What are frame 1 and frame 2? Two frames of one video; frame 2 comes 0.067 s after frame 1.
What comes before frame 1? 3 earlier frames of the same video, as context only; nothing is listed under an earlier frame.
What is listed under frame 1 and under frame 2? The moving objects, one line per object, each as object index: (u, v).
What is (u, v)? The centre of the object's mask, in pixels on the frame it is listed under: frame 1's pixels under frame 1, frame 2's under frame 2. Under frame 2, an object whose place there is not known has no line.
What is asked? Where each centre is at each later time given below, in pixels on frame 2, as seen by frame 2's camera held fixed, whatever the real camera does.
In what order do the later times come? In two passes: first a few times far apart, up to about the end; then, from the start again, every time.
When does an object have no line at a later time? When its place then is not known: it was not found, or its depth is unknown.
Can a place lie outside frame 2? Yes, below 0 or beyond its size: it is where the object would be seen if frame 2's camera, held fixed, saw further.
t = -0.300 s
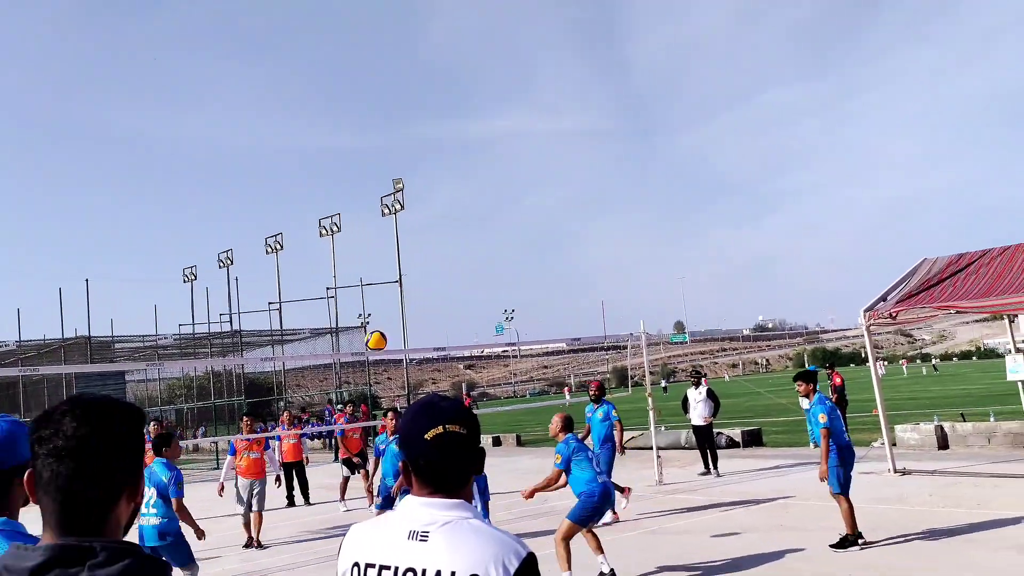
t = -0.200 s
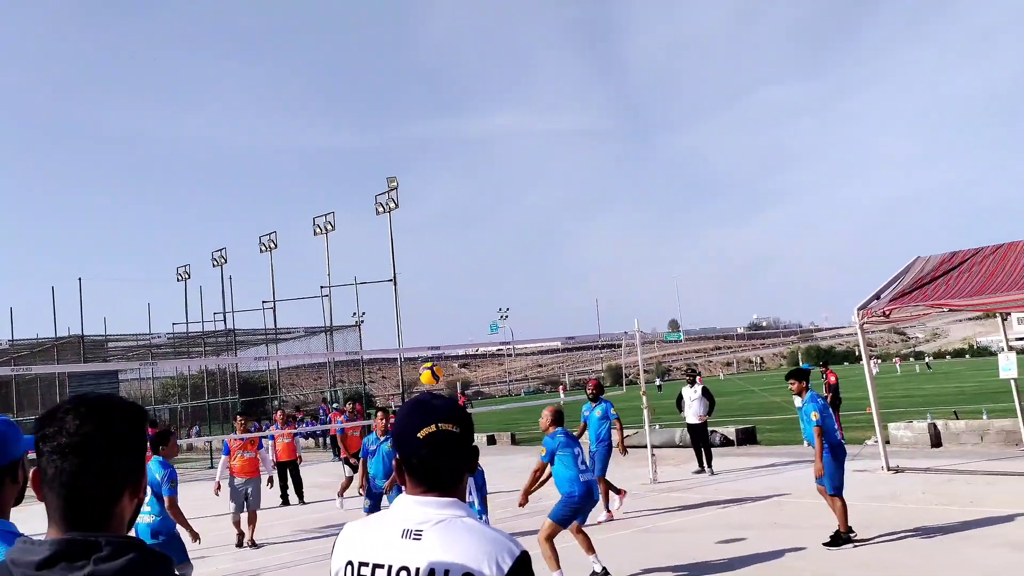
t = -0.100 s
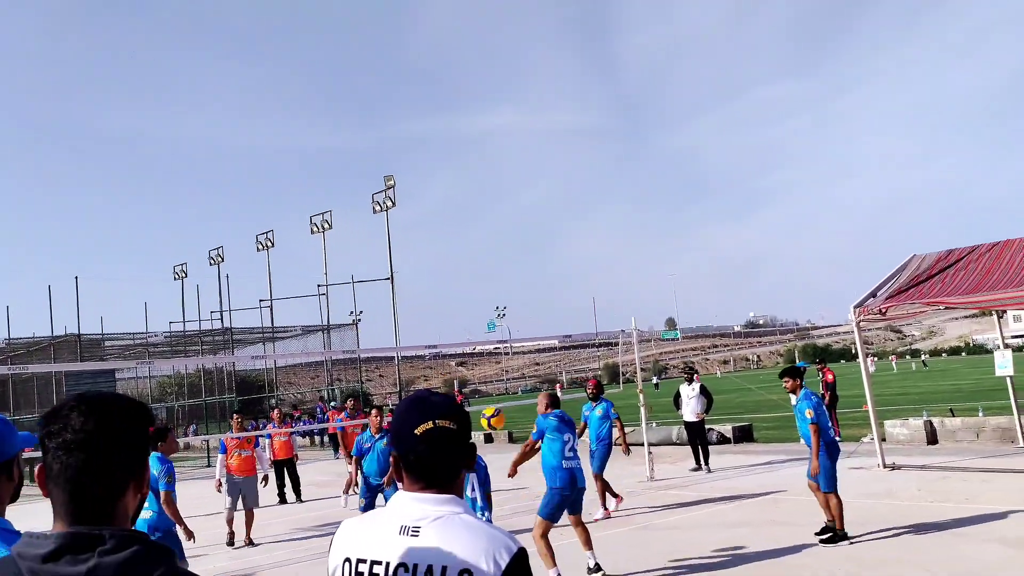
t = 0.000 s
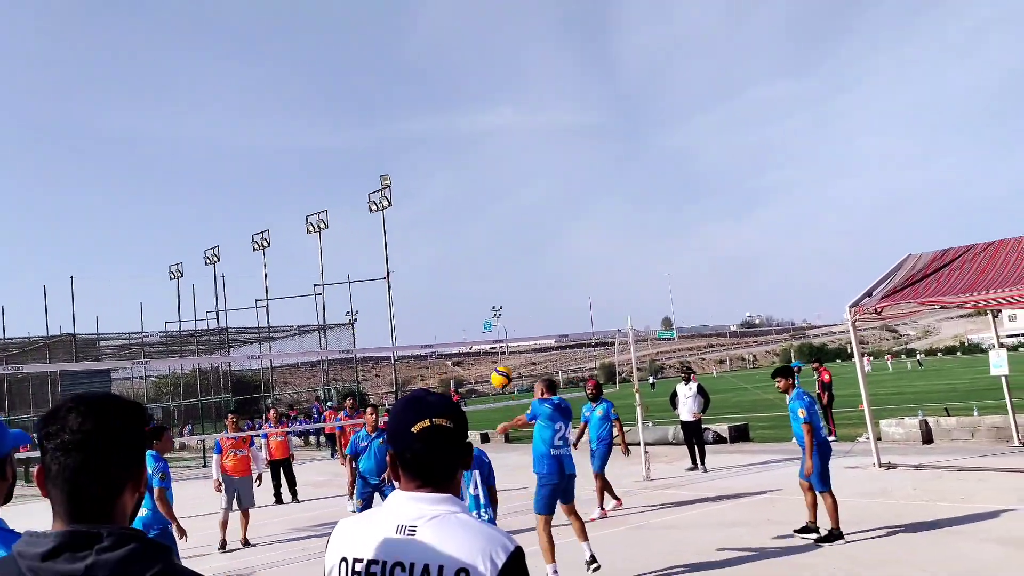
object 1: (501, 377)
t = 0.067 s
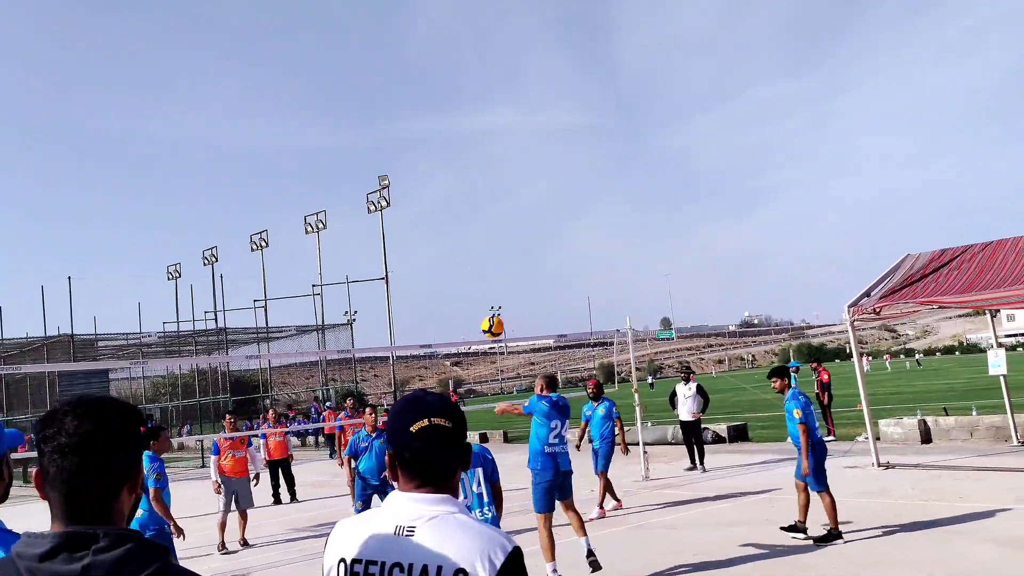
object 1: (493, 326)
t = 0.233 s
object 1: (477, 230)
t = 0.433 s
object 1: (465, 161)
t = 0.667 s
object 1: (457, 133)
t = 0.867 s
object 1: (455, 147)
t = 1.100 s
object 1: (456, 204)
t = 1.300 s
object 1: (458, 283)
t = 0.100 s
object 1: (489, 305)
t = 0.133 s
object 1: (486, 284)
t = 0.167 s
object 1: (482, 264)
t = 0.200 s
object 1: (480, 247)
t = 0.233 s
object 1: (477, 230)
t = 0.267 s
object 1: (475, 216)
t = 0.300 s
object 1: (472, 202)
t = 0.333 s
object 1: (470, 190)
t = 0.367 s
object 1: (468, 179)
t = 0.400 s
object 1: (466, 169)
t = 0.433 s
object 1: (465, 161)
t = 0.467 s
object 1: (464, 153)
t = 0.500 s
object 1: (462, 147)
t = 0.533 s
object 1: (461, 142)
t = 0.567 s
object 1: (460, 138)
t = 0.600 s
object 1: (459, 135)
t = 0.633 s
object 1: (458, 134)
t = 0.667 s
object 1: (457, 133)
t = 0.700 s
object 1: (456, 133)
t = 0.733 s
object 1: (456, 134)
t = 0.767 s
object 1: (456, 136)
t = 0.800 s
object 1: (456, 138)
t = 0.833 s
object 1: (455, 142)
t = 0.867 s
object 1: (455, 147)
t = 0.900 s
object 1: (455, 153)
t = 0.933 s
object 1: (455, 159)
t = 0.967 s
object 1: (455, 167)
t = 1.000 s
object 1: (455, 175)
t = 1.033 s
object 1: (455, 184)
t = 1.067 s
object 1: (456, 194)
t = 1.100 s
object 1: (456, 204)
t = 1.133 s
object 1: (456, 215)
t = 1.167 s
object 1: (457, 228)
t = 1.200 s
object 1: (457, 241)
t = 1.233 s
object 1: (457, 254)
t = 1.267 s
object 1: (458, 268)
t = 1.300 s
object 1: (458, 283)
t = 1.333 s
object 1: (459, 299)
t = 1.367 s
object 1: (460, 315)
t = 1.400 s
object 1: (460, 332)
